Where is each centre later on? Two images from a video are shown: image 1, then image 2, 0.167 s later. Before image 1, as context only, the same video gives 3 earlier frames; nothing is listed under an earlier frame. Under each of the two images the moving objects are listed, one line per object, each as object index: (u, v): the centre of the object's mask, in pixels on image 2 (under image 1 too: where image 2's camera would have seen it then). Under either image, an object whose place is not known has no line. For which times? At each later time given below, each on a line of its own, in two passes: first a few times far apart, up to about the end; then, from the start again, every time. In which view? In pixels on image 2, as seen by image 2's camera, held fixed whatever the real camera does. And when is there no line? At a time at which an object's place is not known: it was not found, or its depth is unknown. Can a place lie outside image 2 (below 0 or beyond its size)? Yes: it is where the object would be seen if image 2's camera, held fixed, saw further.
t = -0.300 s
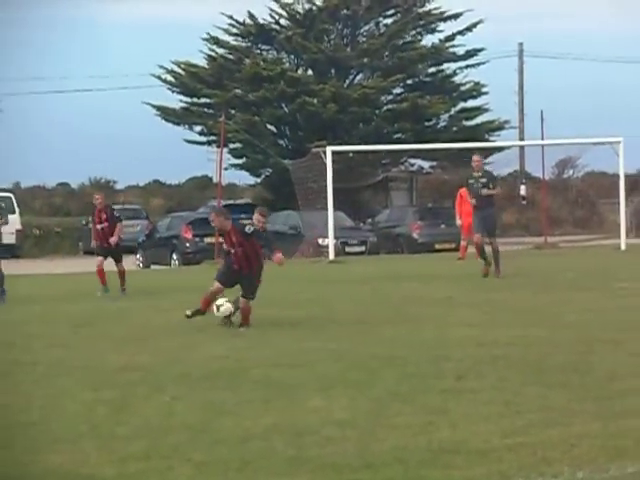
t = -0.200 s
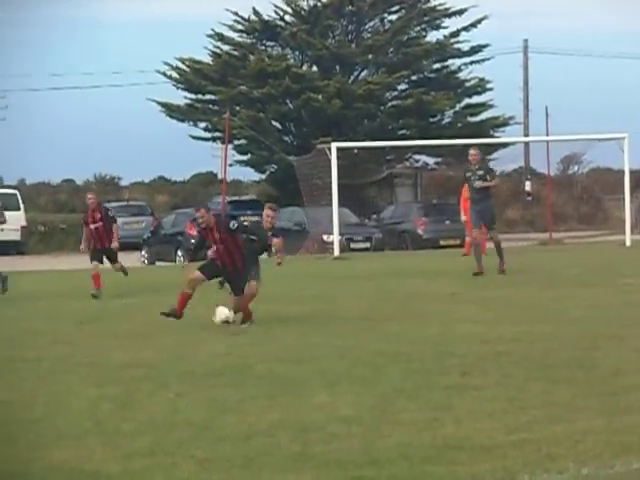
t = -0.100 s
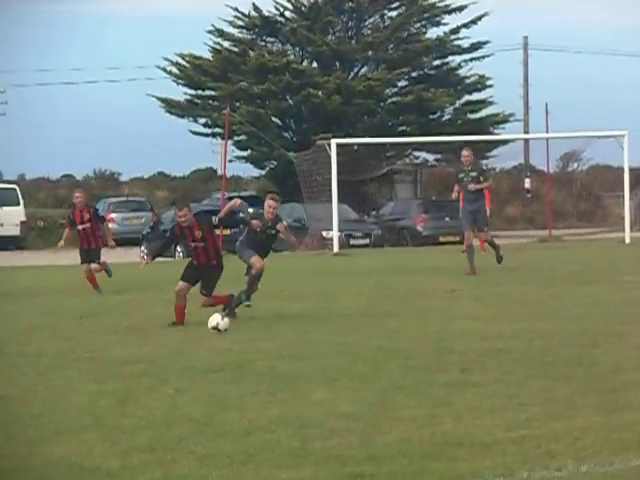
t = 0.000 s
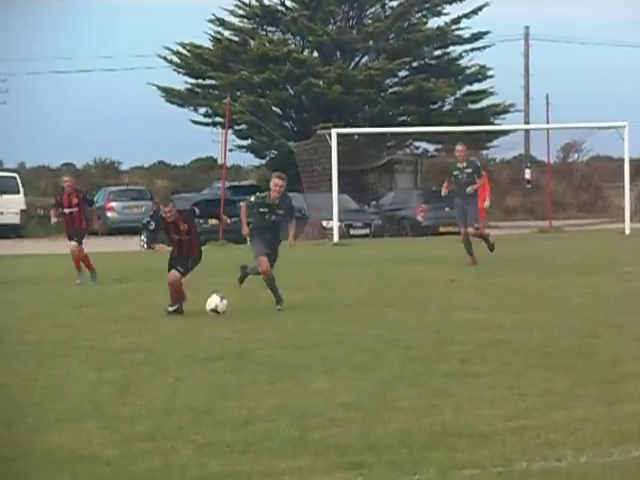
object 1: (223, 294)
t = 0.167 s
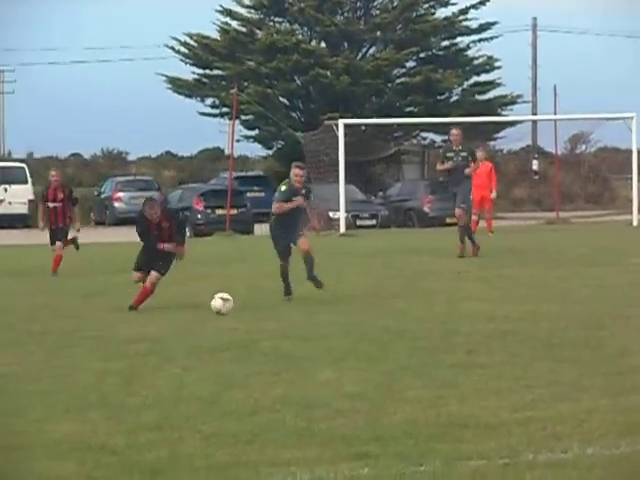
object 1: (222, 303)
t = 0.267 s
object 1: (222, 309)
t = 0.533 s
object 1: (220, 317)
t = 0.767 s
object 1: (224, 326)
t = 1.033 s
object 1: (226, 334)
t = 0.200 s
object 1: (223, 309)
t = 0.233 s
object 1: (222, 311)
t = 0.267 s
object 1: (222, 309)
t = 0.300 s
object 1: (222, 310)
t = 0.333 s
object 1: (221, 308)
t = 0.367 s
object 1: (220, 310)
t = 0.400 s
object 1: (221, 314)
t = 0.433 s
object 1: (221, 315)
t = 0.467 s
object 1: (220, 315)
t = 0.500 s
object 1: (220, 315)
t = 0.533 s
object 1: (220, 317)
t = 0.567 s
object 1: (220, 318)
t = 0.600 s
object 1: (221, 320)
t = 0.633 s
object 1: (221, 321)
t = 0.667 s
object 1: (221, 321)
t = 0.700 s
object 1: (221, 320)
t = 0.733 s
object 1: (222, 323)
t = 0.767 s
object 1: (224, 326)
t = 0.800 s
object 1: (224, 326)
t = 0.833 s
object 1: (224, 328)
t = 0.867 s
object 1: (225, 328)
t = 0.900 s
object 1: (225, 327)
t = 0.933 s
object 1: (225, 327)
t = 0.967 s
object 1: (226, 330)
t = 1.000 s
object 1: (227, 331)
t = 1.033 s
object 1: (226, 334)
